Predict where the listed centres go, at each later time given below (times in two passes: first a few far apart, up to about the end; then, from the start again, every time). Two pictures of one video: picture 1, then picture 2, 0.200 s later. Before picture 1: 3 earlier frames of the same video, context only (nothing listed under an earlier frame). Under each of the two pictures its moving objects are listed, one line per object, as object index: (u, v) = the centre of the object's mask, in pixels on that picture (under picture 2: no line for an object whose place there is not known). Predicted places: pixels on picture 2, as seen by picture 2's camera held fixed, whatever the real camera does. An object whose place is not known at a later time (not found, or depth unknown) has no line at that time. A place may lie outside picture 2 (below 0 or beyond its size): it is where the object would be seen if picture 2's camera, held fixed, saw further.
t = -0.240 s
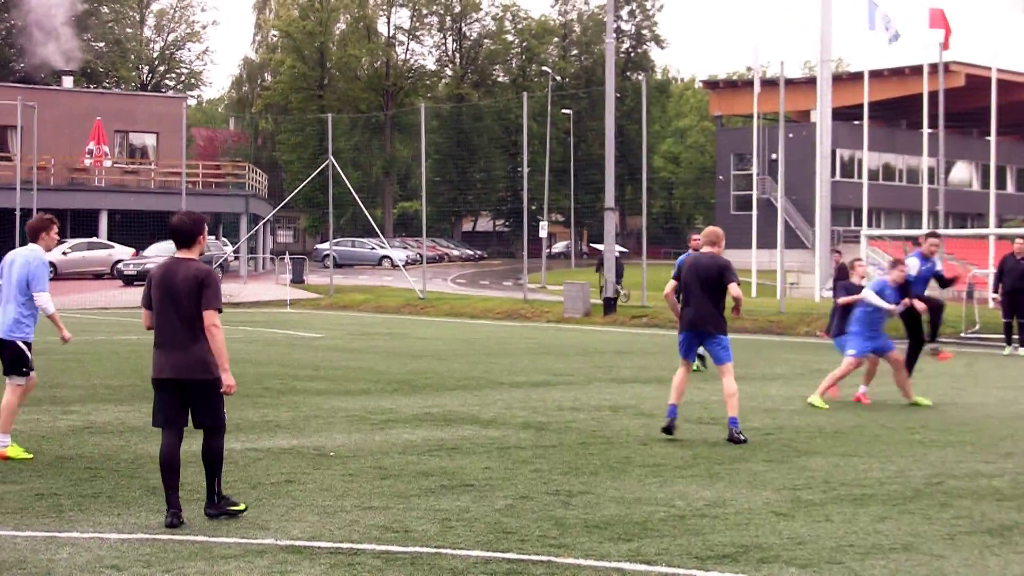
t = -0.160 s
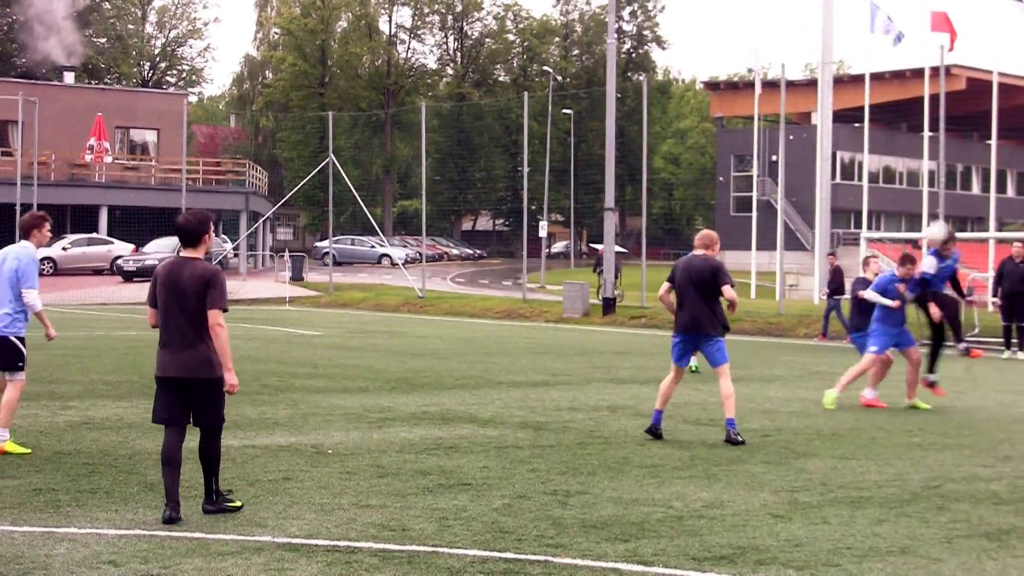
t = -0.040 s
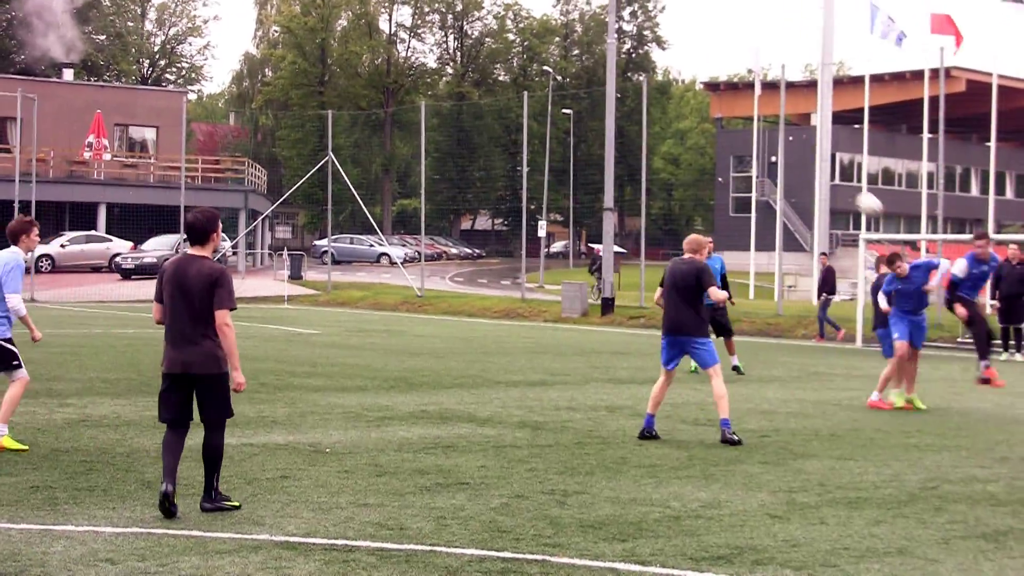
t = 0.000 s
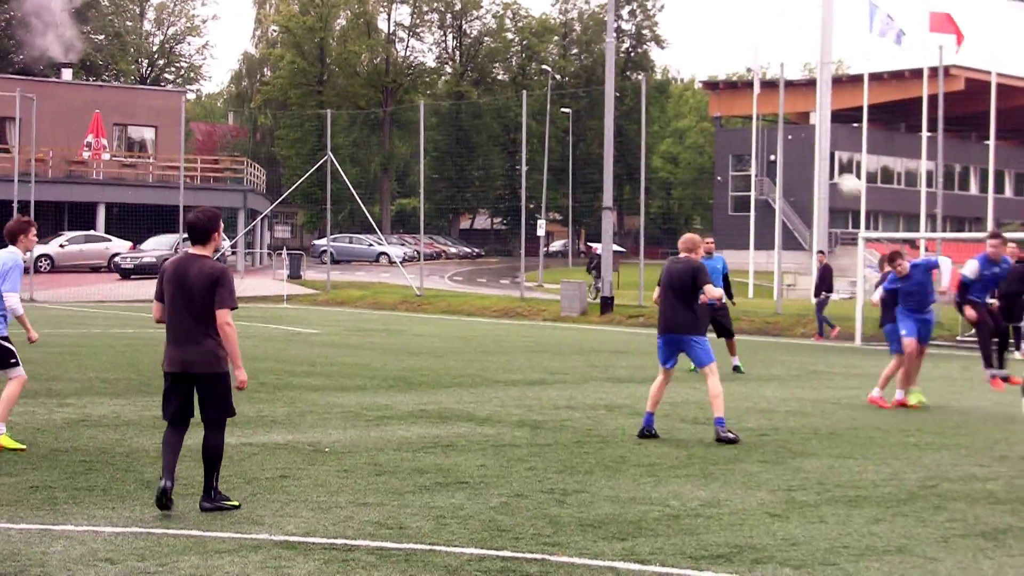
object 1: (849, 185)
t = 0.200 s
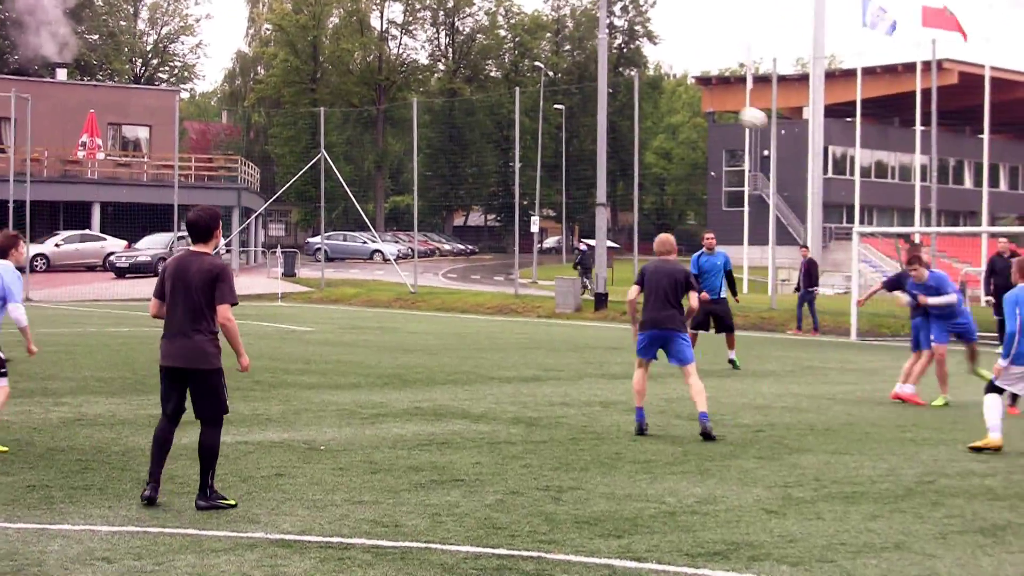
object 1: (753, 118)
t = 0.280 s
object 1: (714, 103)
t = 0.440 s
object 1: (638, 93)
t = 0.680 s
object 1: (521, 132)
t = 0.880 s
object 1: (417, 213)
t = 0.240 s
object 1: (733, 109)
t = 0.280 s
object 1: (714, 103)
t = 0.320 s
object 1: (688, 95)
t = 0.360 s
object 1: (671, 94)
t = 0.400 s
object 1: (653, 92)
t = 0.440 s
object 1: (638, 93)
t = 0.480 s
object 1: (621, 96)
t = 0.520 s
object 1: (601, 99)
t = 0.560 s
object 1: (581, 105)
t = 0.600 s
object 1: (561, 113)
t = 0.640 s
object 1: (541, 121)
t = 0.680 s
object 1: (521, 132)
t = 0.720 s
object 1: (501, 145)
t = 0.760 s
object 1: (480, 159)
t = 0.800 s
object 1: (459, 175)
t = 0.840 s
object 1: (439, 193)
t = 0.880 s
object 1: (417, 213)
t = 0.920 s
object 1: (397, 233)
